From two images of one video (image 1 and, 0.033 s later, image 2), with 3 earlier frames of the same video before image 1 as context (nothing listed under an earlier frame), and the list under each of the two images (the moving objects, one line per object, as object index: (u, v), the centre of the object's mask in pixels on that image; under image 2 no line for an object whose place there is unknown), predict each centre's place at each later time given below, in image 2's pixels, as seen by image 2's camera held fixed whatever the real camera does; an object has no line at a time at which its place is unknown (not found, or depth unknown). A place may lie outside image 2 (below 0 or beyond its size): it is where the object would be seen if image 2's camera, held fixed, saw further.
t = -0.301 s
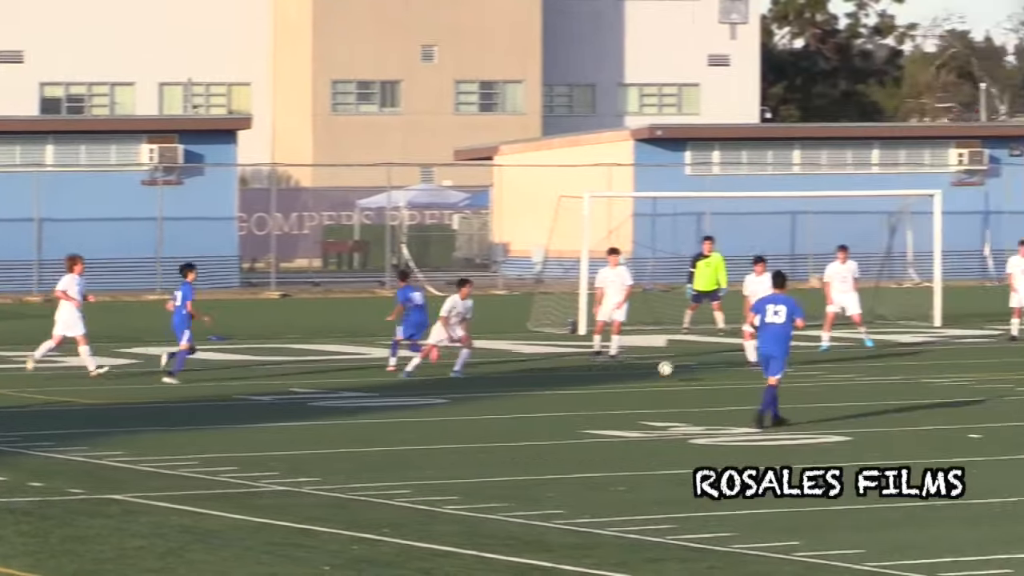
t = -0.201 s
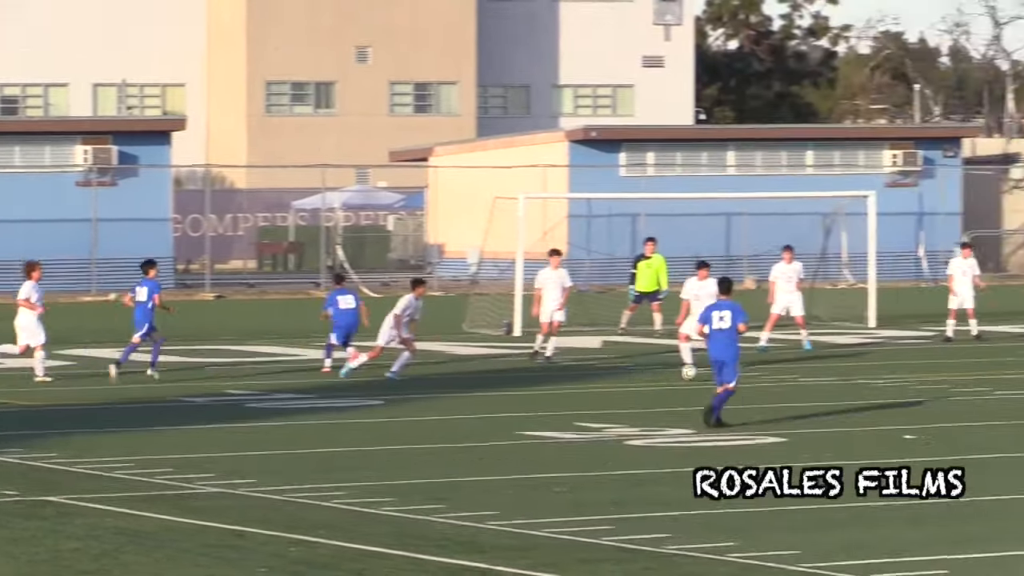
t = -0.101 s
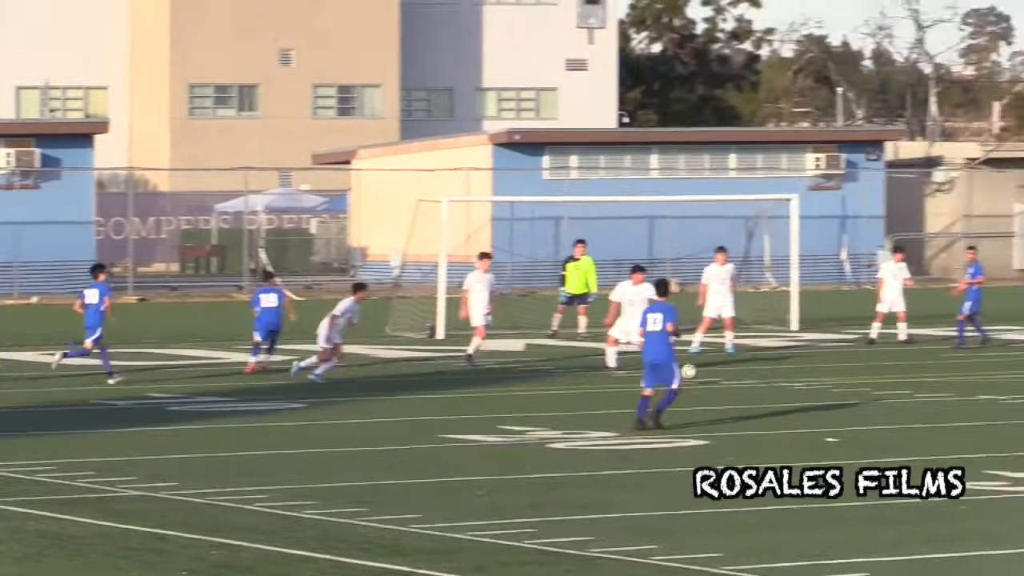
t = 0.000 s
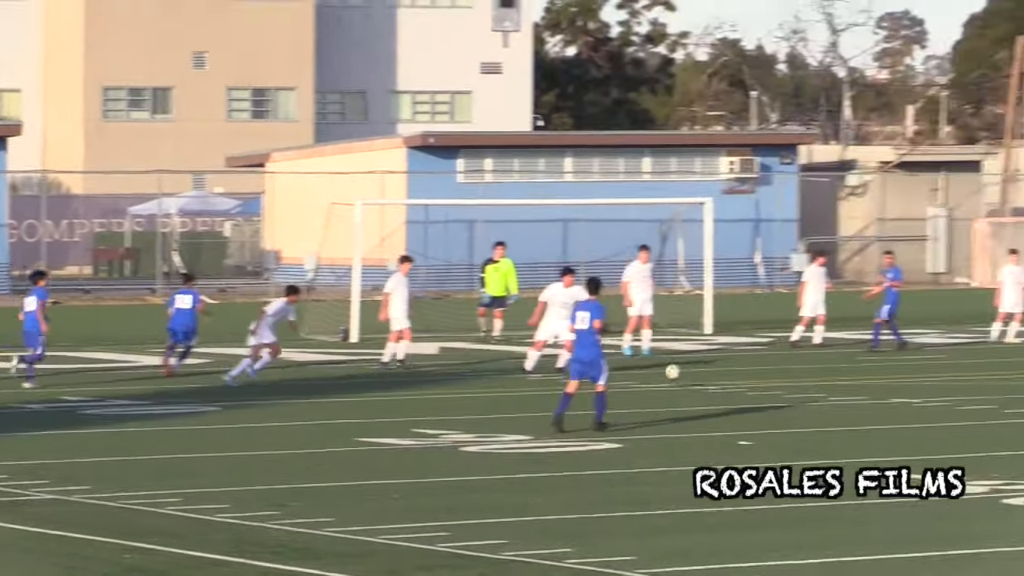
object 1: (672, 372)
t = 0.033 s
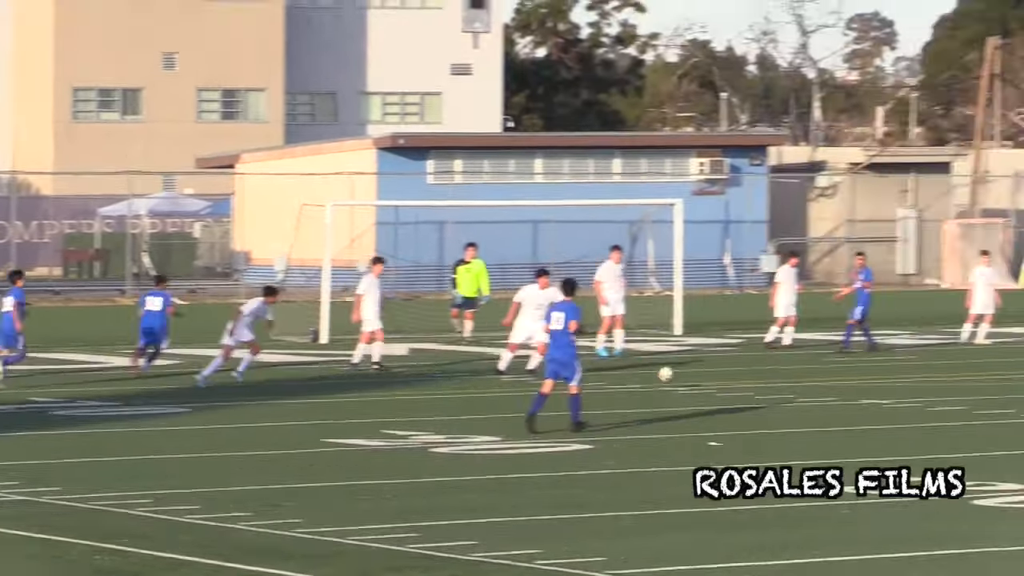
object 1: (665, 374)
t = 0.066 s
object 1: (685, 376)
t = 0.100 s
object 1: (707, 379)
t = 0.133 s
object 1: (727, 380)
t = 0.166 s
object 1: (746, 377)
